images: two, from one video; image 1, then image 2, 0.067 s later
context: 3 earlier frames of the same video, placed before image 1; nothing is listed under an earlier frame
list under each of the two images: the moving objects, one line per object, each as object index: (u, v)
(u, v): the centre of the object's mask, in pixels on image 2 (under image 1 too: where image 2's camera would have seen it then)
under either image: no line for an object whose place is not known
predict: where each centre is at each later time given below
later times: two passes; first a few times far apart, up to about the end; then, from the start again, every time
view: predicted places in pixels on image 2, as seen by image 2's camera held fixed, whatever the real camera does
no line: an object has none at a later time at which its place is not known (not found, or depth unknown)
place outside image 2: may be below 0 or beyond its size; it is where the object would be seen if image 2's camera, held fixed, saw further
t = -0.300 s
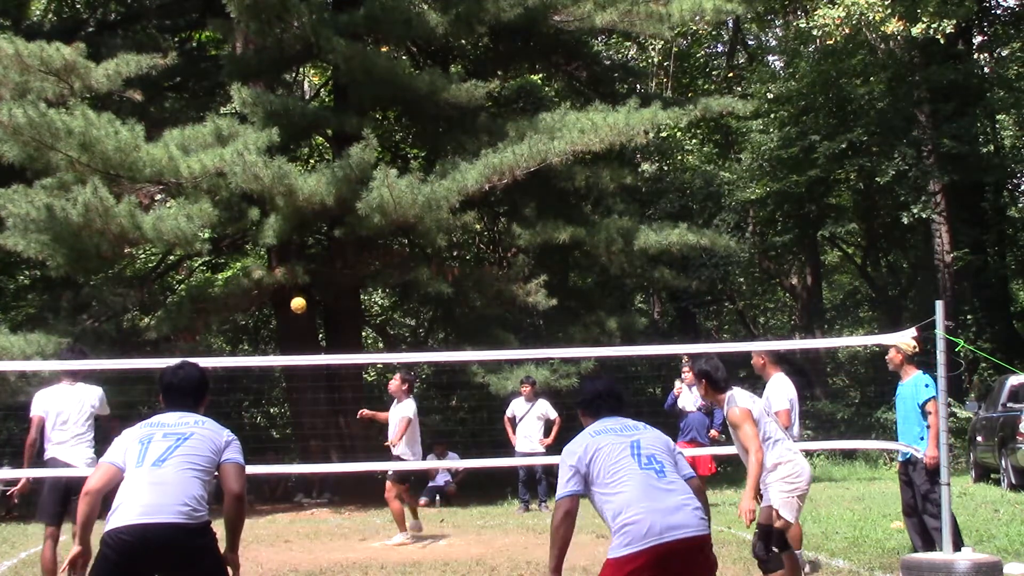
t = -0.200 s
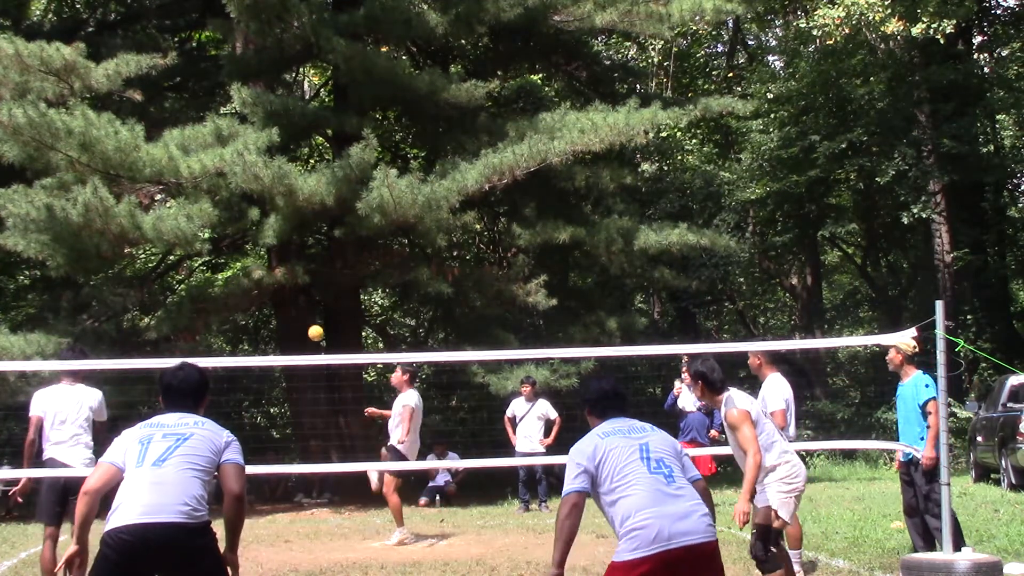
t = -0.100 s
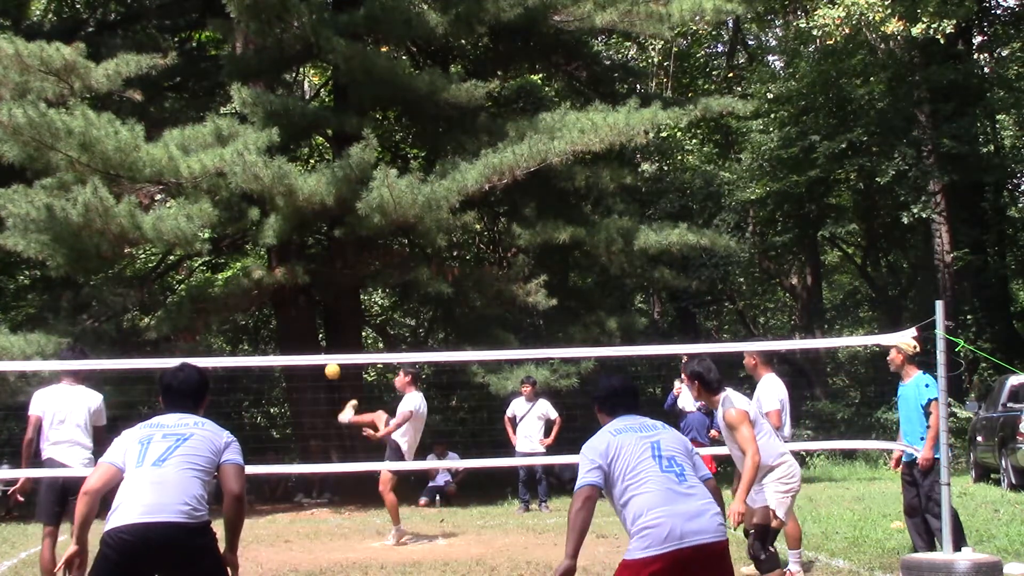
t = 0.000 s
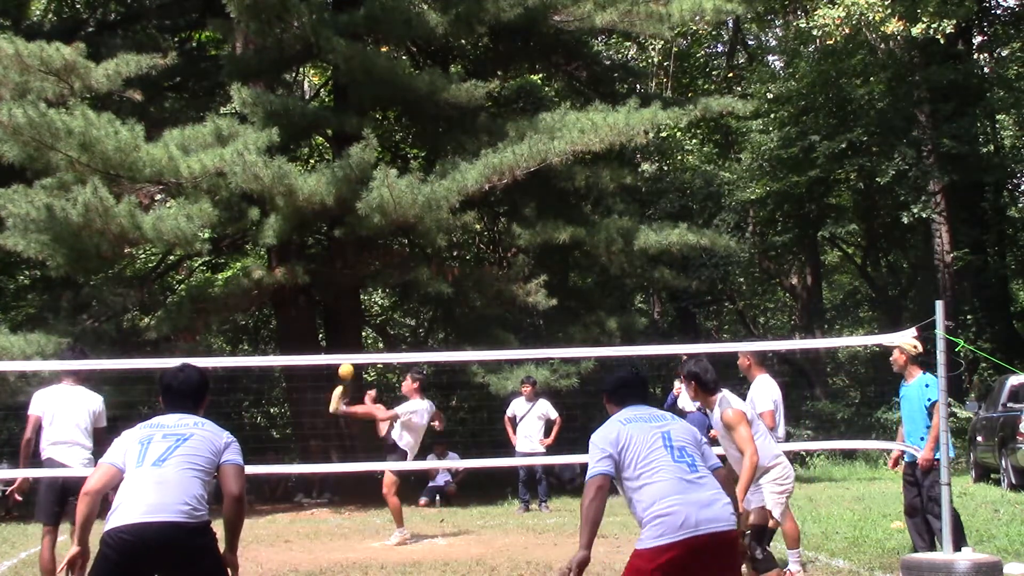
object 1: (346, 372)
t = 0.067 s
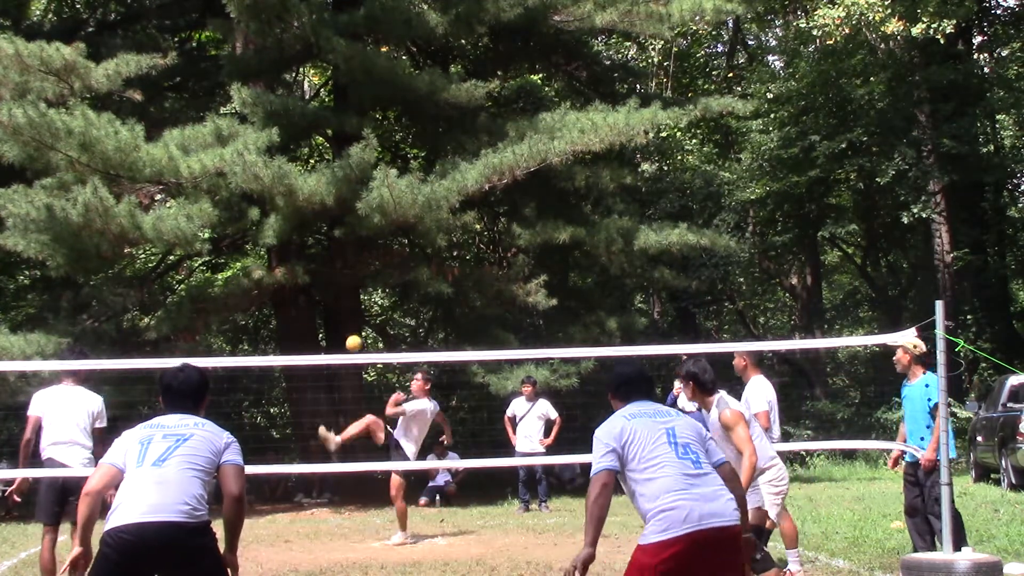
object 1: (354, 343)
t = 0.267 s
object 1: (385, 279)
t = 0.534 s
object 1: (452, 260)
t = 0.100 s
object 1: (358, 331)
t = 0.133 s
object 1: (362, 319)
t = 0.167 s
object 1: (367, 308)
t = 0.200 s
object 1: (373, 297)
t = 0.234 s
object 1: (379, 288)
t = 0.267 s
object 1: (385, 279)
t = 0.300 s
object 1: (391, 272)
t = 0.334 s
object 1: (398, 265)
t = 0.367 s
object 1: (405, 260)
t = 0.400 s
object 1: (413, 257)
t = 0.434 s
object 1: (422, 255)
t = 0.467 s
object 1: (432, 254)
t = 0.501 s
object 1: (442, 255)
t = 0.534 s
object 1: (452, 260)
